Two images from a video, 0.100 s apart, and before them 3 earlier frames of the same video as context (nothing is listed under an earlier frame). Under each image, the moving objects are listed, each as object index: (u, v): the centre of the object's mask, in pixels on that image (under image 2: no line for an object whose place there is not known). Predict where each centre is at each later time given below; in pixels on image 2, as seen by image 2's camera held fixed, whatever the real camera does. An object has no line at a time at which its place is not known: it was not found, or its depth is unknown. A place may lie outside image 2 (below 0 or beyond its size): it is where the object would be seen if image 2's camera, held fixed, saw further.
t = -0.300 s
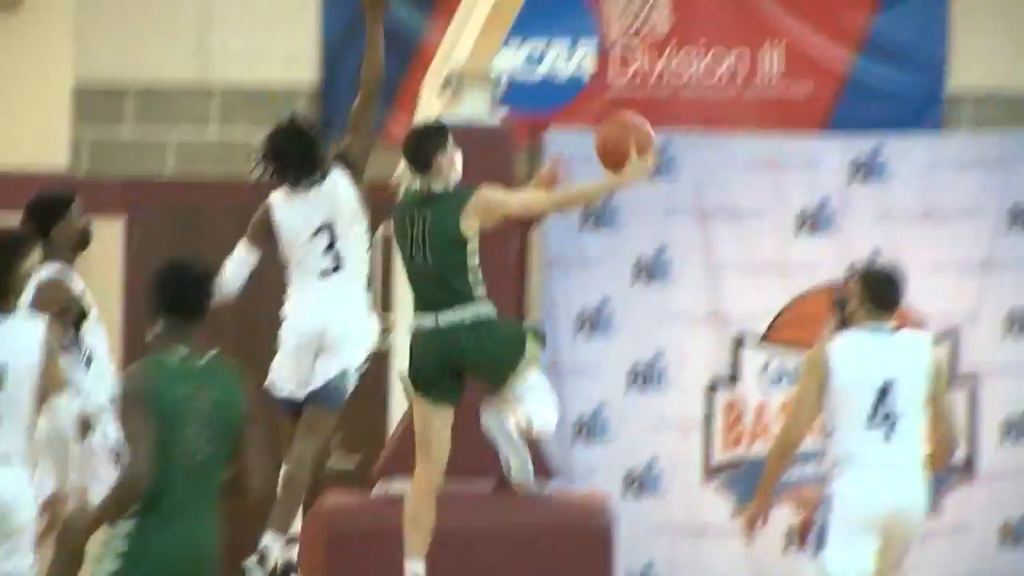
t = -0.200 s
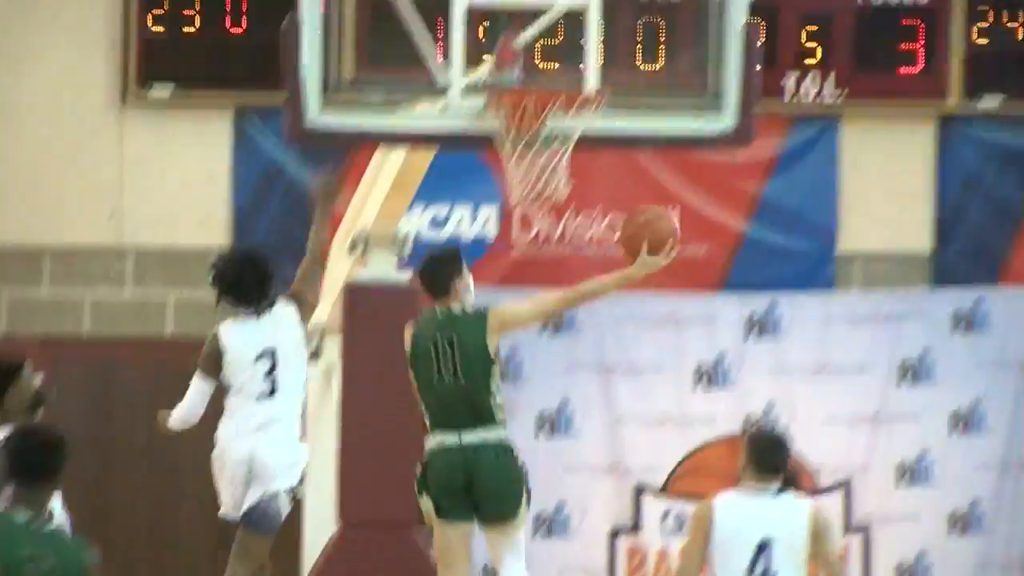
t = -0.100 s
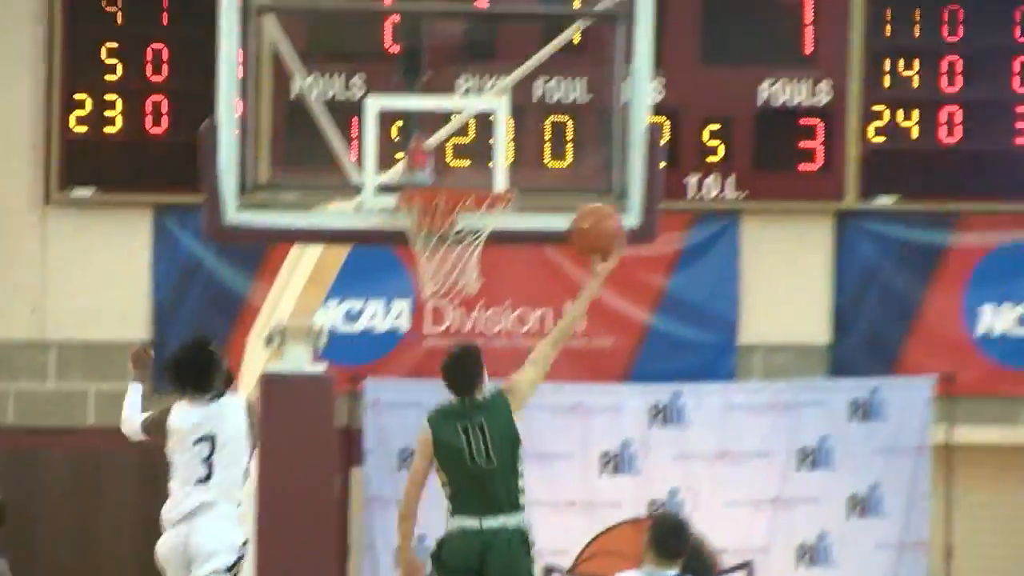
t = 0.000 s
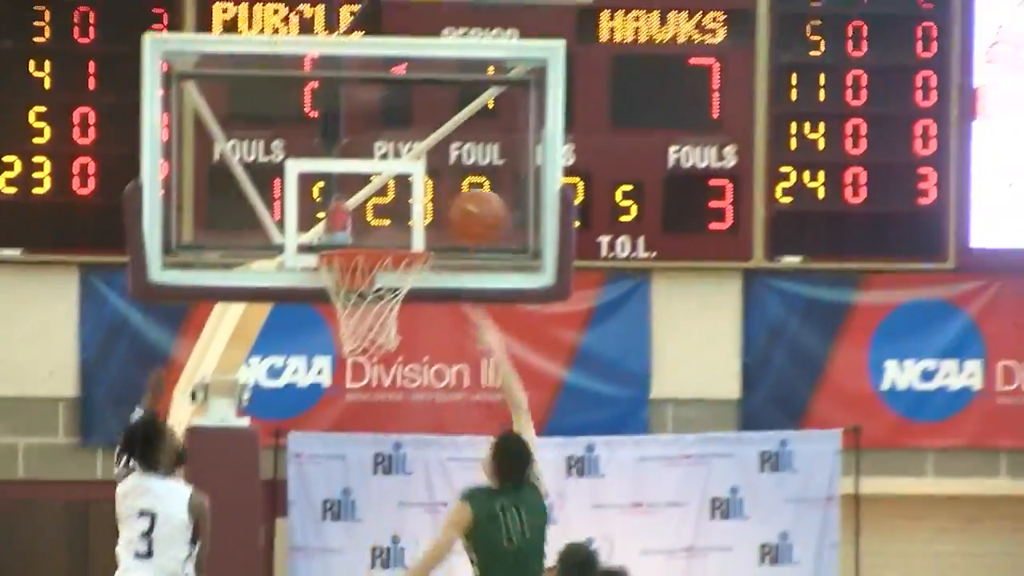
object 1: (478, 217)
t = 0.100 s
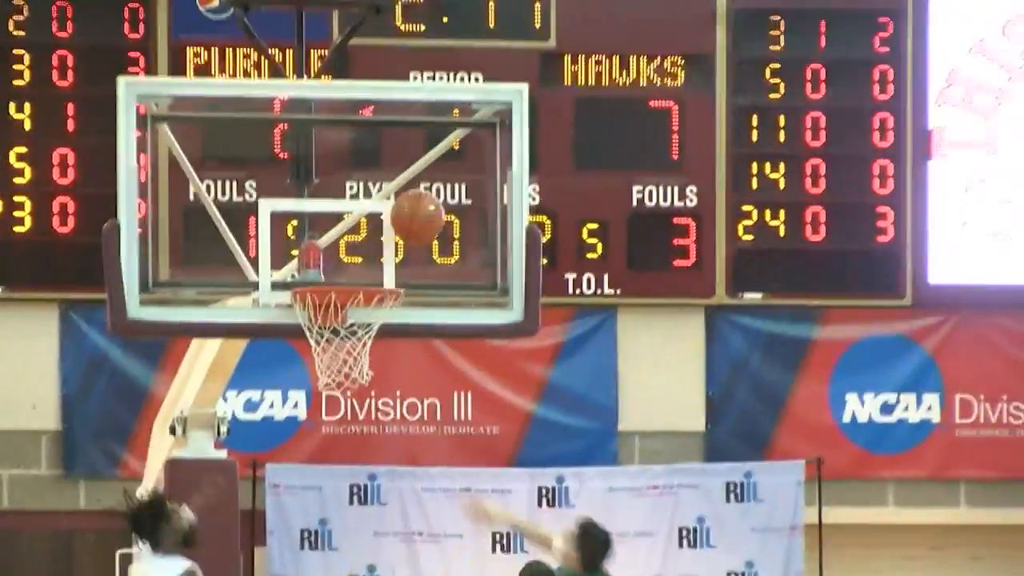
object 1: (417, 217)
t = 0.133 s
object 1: (412, 212)
